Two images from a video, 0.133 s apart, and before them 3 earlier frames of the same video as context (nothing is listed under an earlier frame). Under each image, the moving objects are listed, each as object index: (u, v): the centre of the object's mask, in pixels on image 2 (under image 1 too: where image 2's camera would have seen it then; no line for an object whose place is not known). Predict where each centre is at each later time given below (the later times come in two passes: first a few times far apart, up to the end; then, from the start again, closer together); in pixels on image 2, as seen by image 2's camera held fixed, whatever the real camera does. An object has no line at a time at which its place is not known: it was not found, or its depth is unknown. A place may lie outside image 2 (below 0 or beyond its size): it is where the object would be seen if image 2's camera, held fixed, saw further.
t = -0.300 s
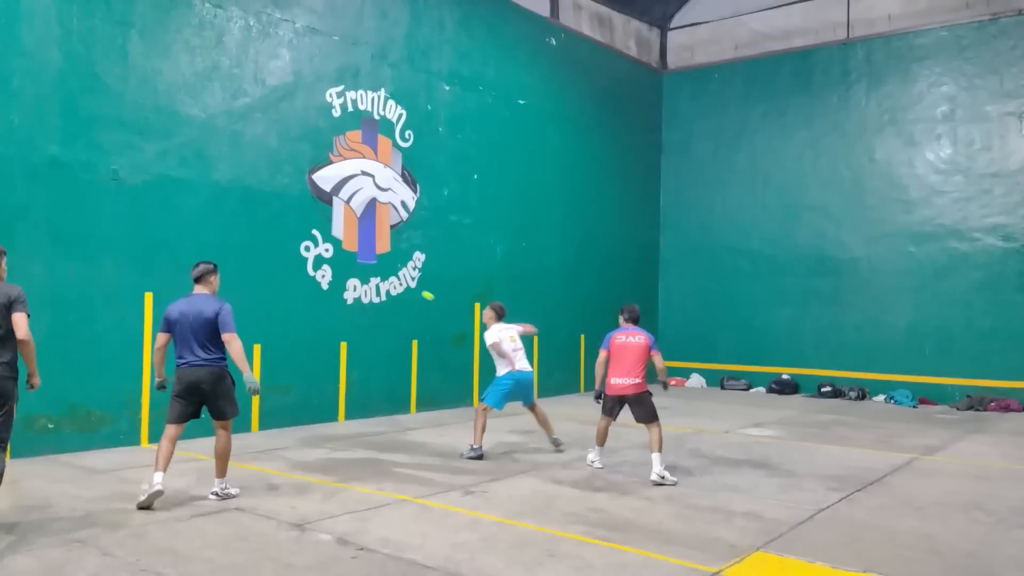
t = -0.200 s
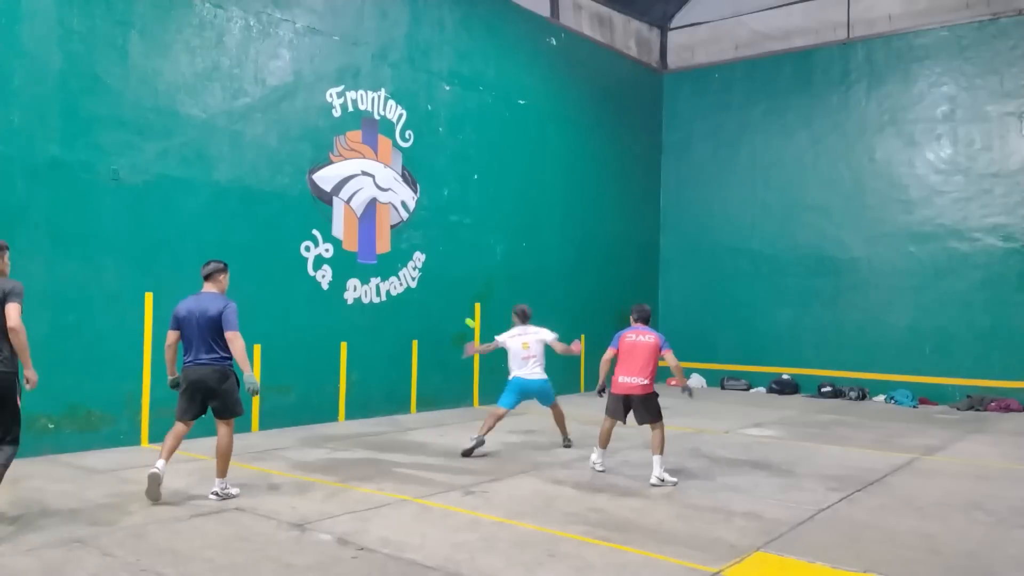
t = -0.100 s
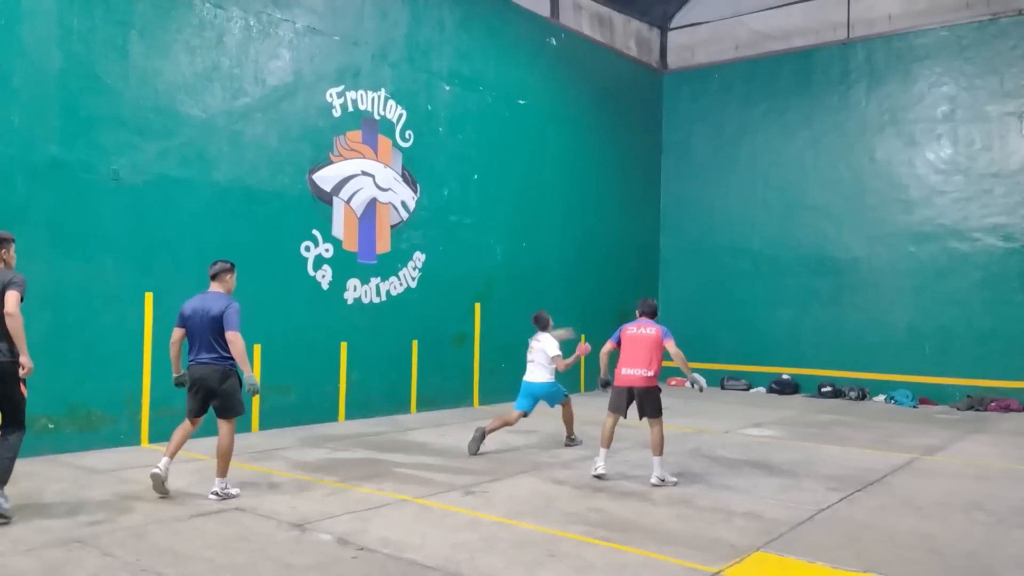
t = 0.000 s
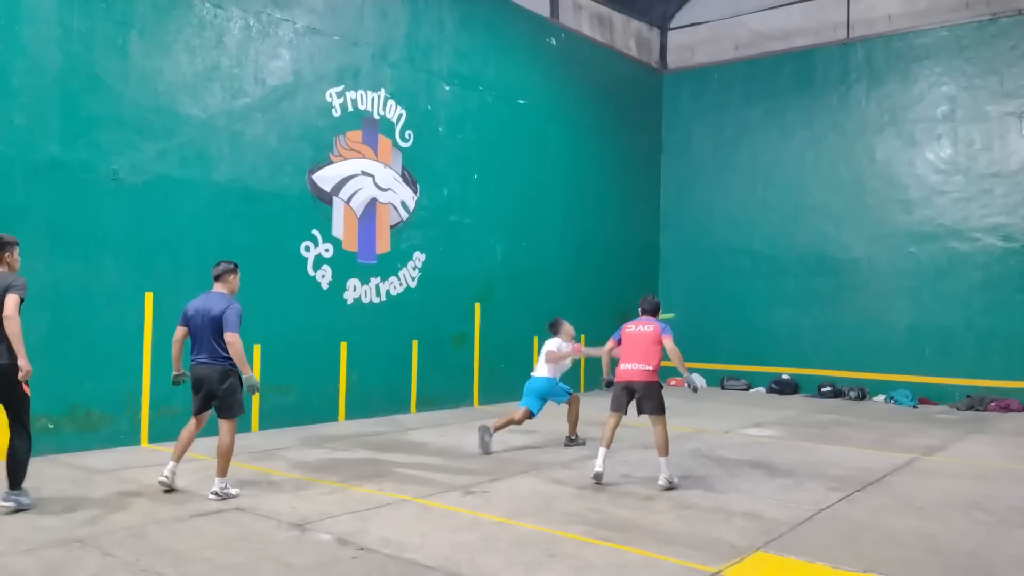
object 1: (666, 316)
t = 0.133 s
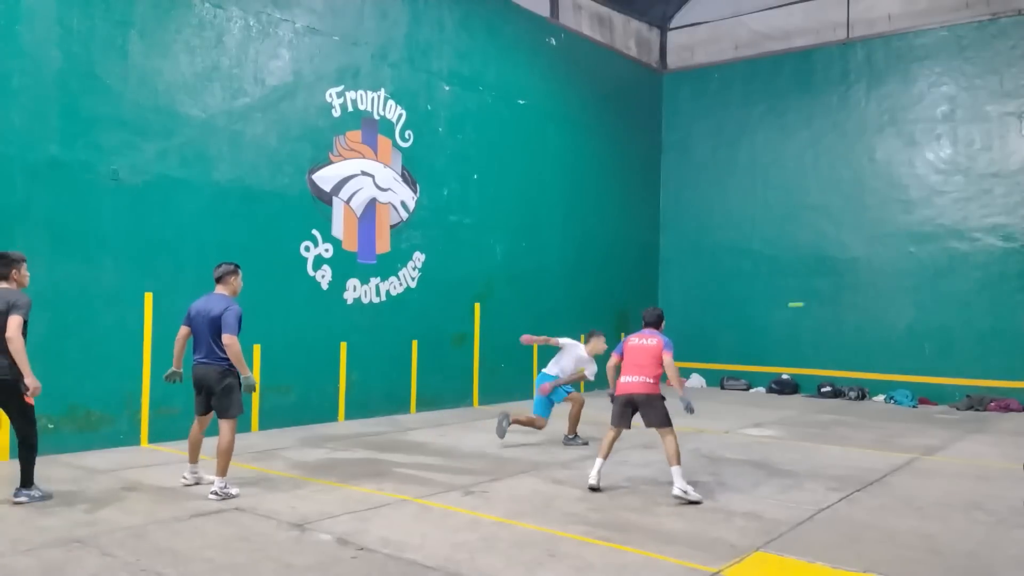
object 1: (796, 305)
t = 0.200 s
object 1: (847, 304)
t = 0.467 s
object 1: (855, 328)
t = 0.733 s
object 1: (836, 434)
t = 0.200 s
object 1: (847, 304)
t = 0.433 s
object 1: (857, 322)
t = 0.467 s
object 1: (855, 328)
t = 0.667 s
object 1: (842, 395)
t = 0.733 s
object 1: (836, 434)
